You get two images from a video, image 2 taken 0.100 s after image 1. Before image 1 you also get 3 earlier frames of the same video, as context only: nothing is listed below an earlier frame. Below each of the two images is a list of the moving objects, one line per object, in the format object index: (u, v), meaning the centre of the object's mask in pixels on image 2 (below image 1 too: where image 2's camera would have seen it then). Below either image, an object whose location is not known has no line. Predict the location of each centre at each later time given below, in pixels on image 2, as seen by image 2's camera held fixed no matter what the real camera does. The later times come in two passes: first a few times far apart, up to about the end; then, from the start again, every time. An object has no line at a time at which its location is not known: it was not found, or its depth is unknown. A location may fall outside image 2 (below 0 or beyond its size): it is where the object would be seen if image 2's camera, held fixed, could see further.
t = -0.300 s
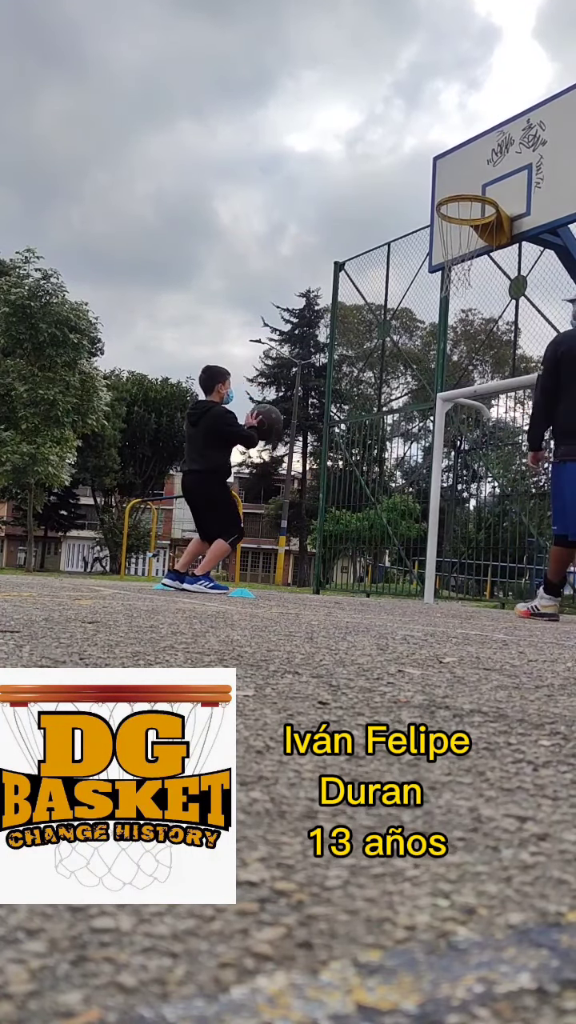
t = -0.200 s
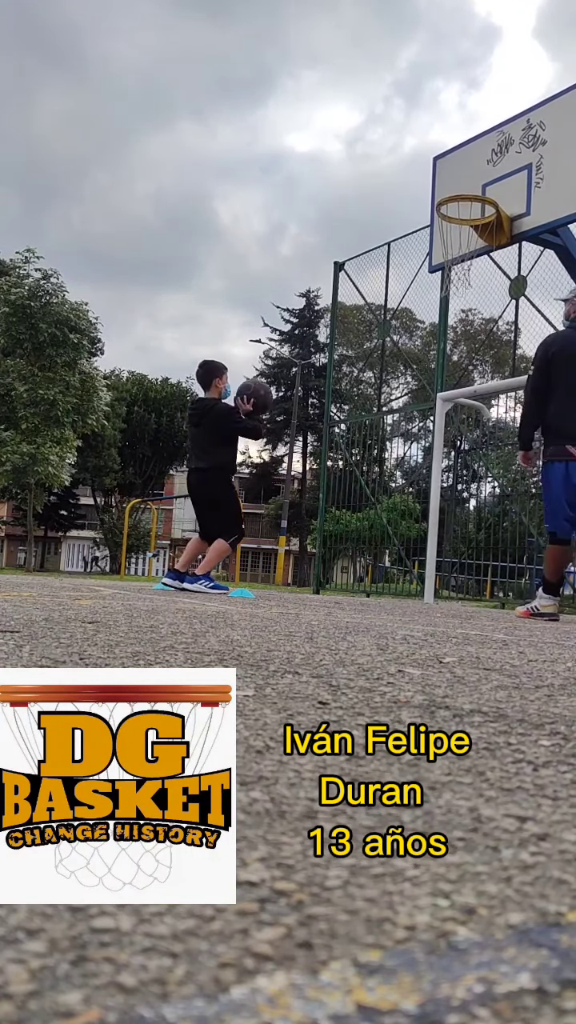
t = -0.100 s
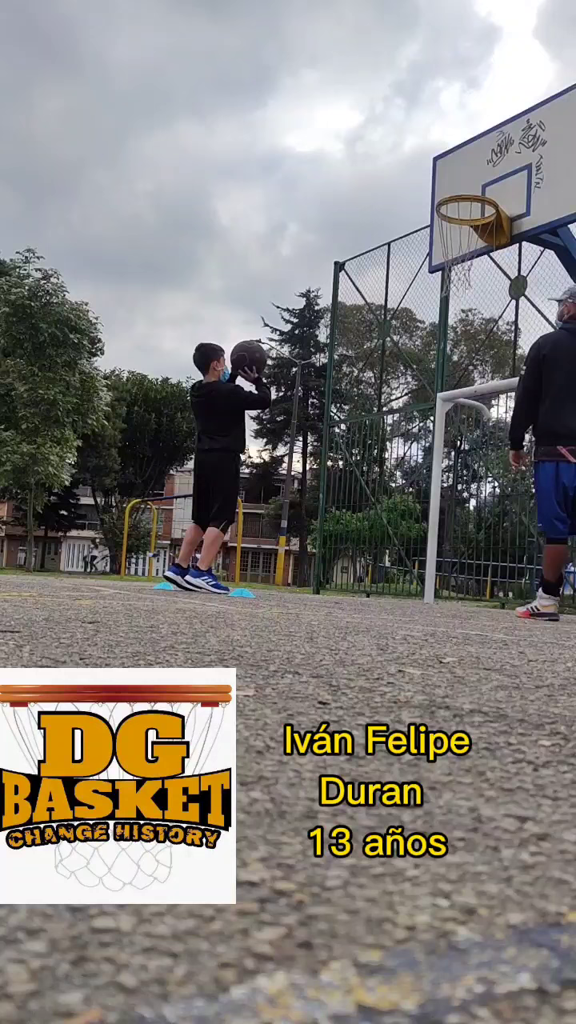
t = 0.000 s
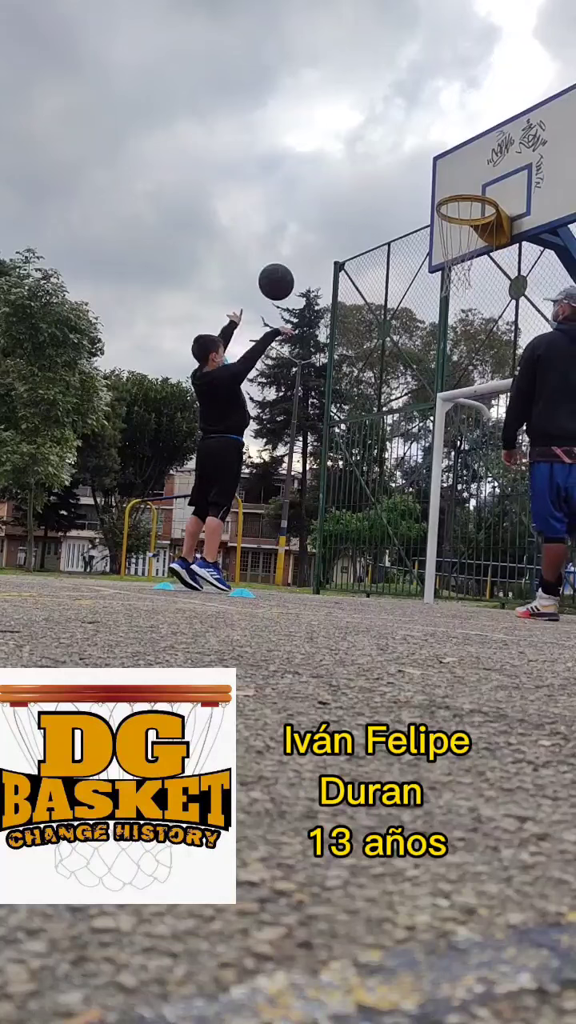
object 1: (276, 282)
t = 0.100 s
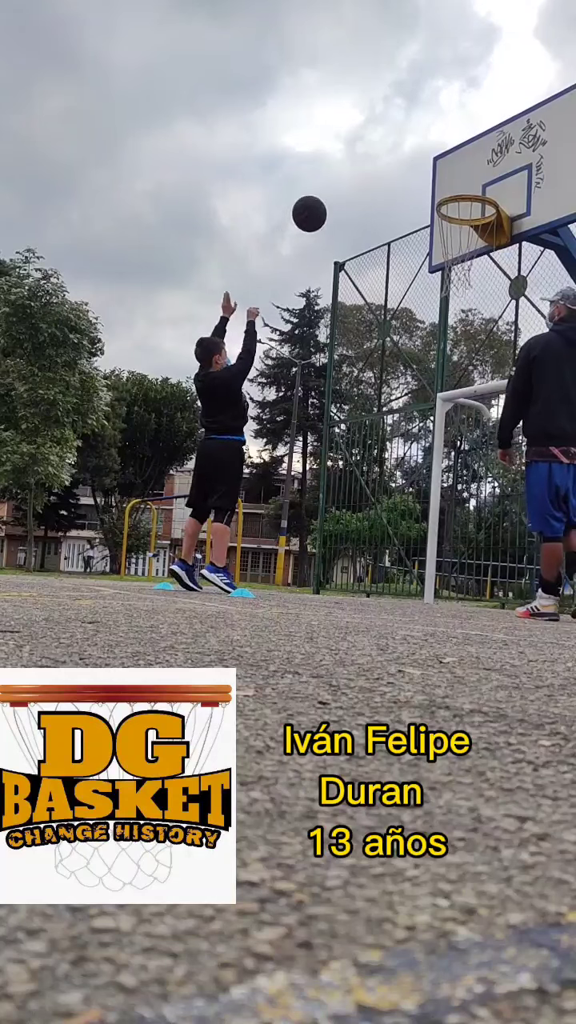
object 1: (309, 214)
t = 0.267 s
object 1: (357, 139)
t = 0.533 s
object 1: (419, 103)
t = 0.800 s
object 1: (469, 150)
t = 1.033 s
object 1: (423, 209)
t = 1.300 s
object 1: (362, 365)
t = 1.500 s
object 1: (313, 551)
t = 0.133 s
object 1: (319, 195)
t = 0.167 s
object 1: (329, 178)
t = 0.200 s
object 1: (339, 163)
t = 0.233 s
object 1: (348, 150)
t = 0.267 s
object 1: (357, 139)
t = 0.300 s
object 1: (366, 129)
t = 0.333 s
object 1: (374, 121)
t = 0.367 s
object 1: (382, 115)
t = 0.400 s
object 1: (390, 109)
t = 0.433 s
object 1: (398, 106)
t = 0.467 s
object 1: (405, 103)
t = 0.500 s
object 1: (412, 102)
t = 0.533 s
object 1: (419, 103)
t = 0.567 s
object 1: (426, 104)
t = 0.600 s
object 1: (433, 107)
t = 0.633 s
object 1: (439, 111)
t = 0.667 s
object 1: (446, 116)
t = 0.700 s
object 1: (452, 123)
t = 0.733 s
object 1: (458, 131)
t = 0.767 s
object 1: (463, 139)
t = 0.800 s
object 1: (469, 150)
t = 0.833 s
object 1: (465, 154)
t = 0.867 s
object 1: (458, 160)
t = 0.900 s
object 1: (451, 167)
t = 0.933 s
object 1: (445, 176)
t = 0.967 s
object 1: (438, 185)
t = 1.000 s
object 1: (429, 196)
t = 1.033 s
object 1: (423, 209)
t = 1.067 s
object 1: (416, 223)
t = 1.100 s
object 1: (409, 238)
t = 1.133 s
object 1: (401, 256)
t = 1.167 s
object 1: (394, 274)
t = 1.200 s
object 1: (386, 295)
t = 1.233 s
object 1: (379, 317)
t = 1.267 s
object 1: (370, 340)
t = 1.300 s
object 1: (362, 365)
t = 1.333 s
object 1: (354, 392)
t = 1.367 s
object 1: (346, 420)
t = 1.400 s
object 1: (338, 450)
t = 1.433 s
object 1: (330, 482)
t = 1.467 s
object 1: (321, 516)
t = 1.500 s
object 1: (313, 551)
